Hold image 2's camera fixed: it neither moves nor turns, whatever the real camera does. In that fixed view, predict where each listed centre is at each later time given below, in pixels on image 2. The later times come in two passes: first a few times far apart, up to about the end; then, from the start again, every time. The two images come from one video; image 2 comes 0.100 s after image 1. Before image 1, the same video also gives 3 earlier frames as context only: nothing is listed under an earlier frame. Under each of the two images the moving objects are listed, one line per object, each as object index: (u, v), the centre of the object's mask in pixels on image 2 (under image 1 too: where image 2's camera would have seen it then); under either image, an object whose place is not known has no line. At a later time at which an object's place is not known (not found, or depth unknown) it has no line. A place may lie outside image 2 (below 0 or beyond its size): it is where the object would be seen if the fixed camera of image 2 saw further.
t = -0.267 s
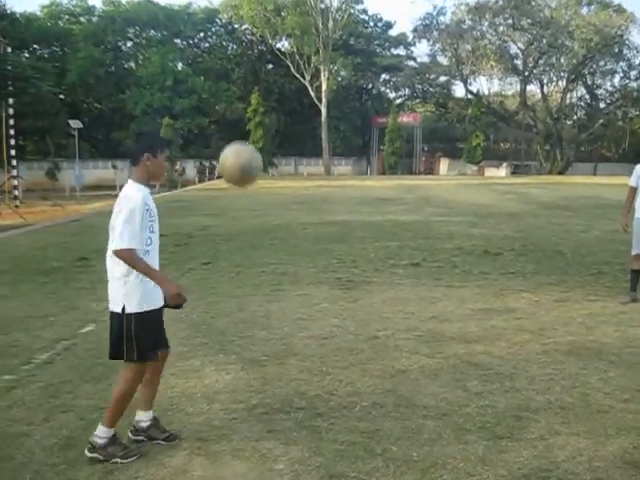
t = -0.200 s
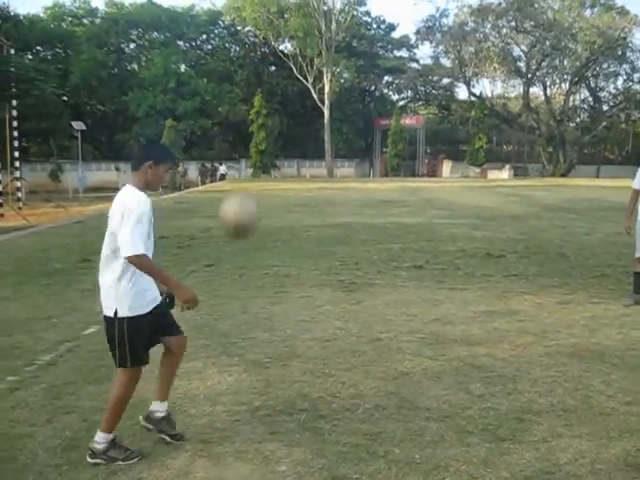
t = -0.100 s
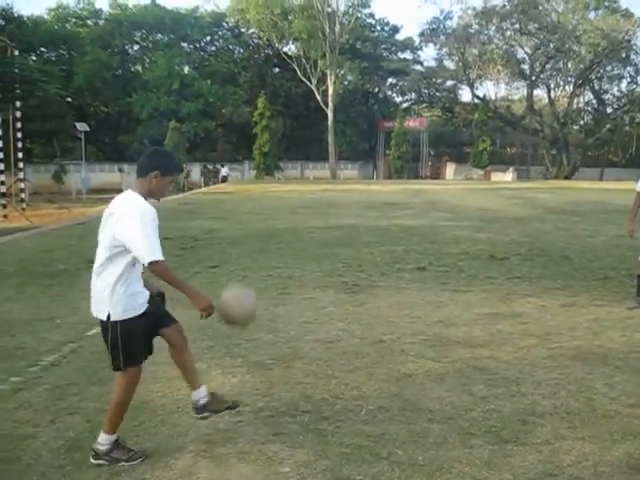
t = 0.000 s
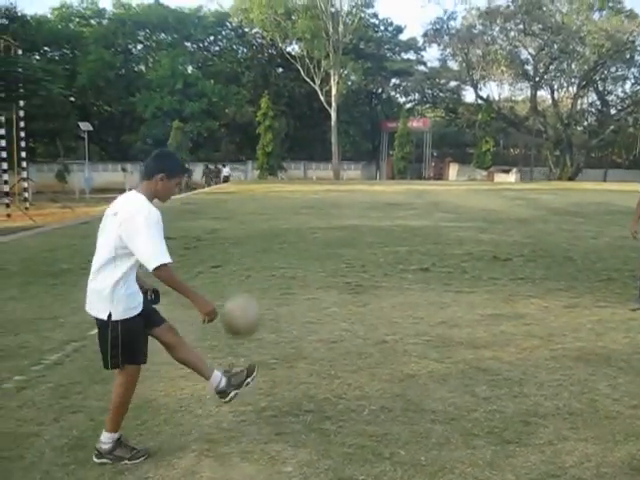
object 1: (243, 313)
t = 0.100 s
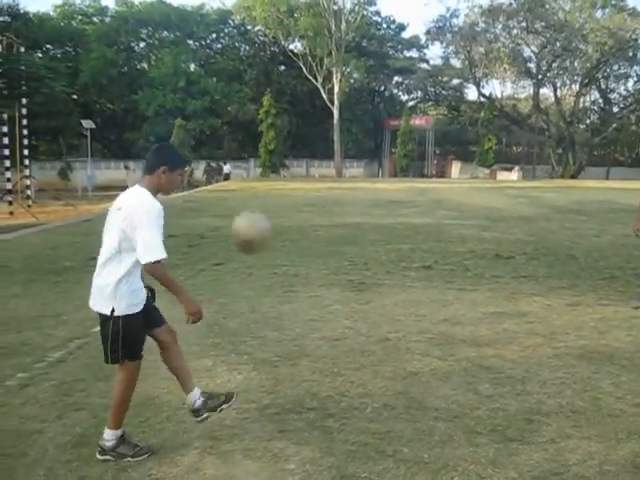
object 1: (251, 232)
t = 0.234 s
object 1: (260, 153)
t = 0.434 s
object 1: (272, 101)
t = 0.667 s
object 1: (283, 131)
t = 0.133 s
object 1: (253, 209)
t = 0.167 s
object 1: (256, 188)
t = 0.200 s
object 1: (258, 169)
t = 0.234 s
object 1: (260, 153)
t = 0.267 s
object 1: (262, 139)
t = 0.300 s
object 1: (264, 127)
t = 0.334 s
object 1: (266, 117)
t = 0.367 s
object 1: (268, 110)
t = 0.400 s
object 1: (270, 104)
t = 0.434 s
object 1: (272, 101)
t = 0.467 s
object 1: (274, 99)
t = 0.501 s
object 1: (275, 100)
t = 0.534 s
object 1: (277, 102)
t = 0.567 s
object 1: (279, 106)
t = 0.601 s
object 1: (280, 113)
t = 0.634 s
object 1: (282, 121)
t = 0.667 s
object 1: (283, 131)
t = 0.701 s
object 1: (284, 143)
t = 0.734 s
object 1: (285, 155)
